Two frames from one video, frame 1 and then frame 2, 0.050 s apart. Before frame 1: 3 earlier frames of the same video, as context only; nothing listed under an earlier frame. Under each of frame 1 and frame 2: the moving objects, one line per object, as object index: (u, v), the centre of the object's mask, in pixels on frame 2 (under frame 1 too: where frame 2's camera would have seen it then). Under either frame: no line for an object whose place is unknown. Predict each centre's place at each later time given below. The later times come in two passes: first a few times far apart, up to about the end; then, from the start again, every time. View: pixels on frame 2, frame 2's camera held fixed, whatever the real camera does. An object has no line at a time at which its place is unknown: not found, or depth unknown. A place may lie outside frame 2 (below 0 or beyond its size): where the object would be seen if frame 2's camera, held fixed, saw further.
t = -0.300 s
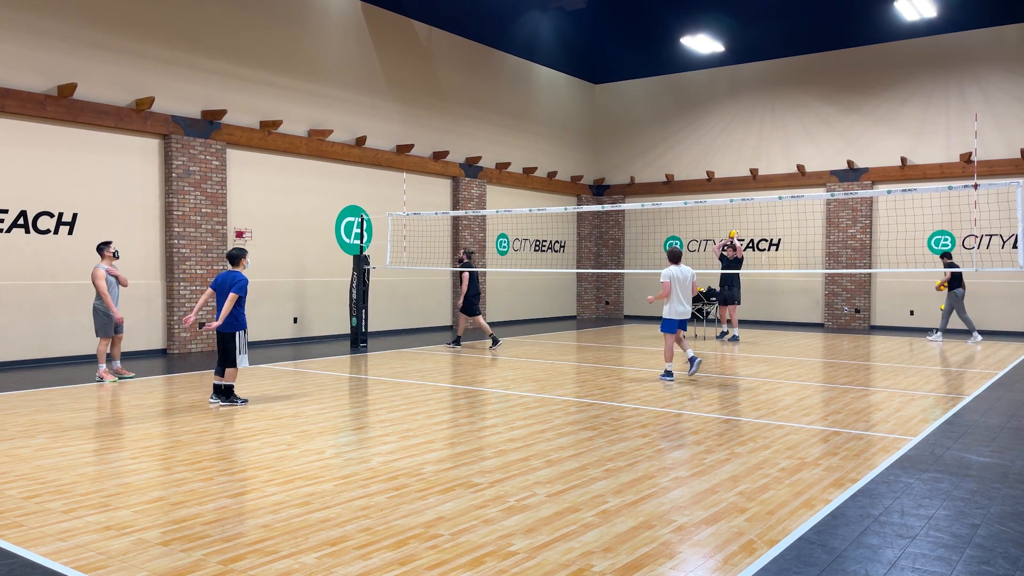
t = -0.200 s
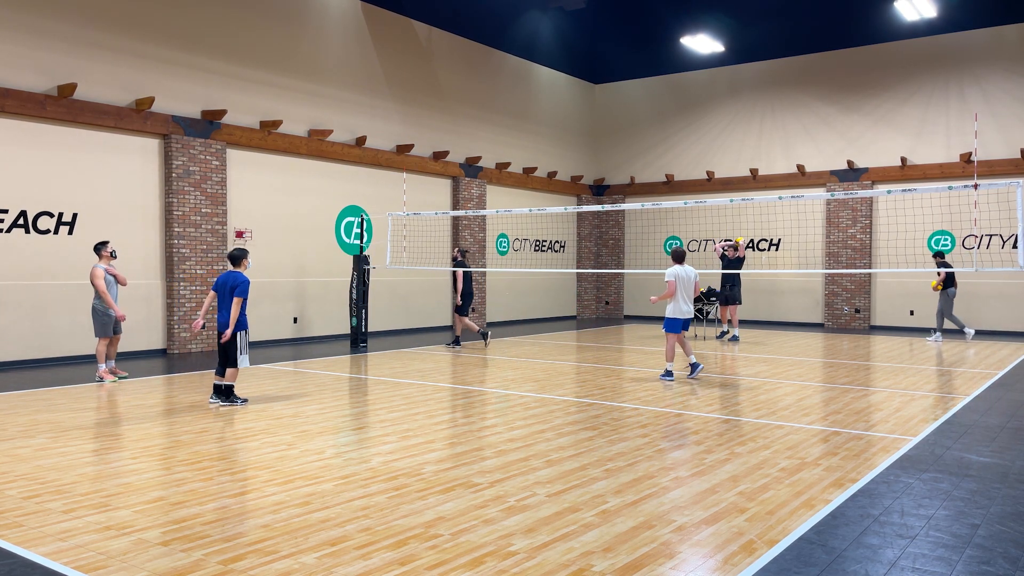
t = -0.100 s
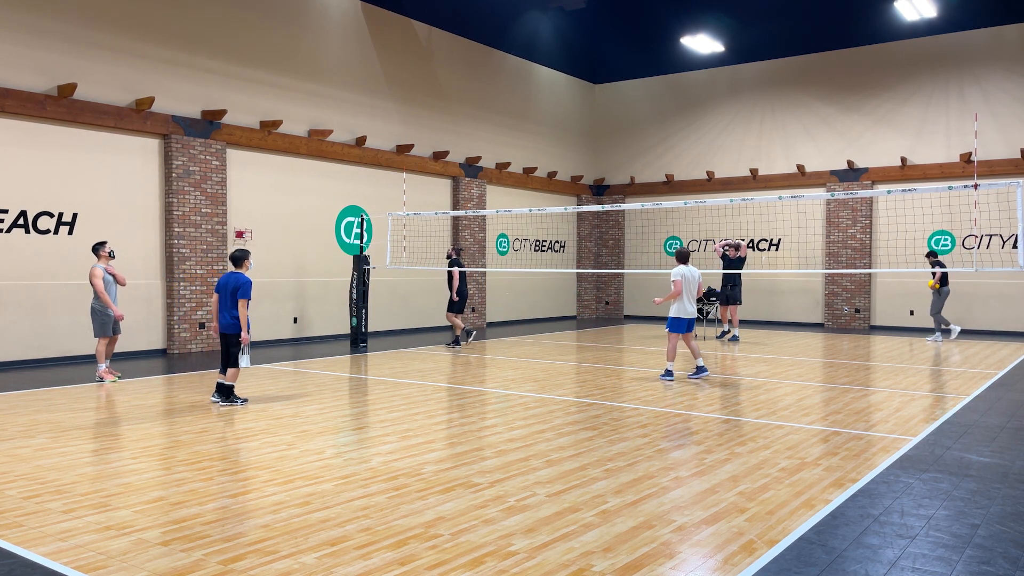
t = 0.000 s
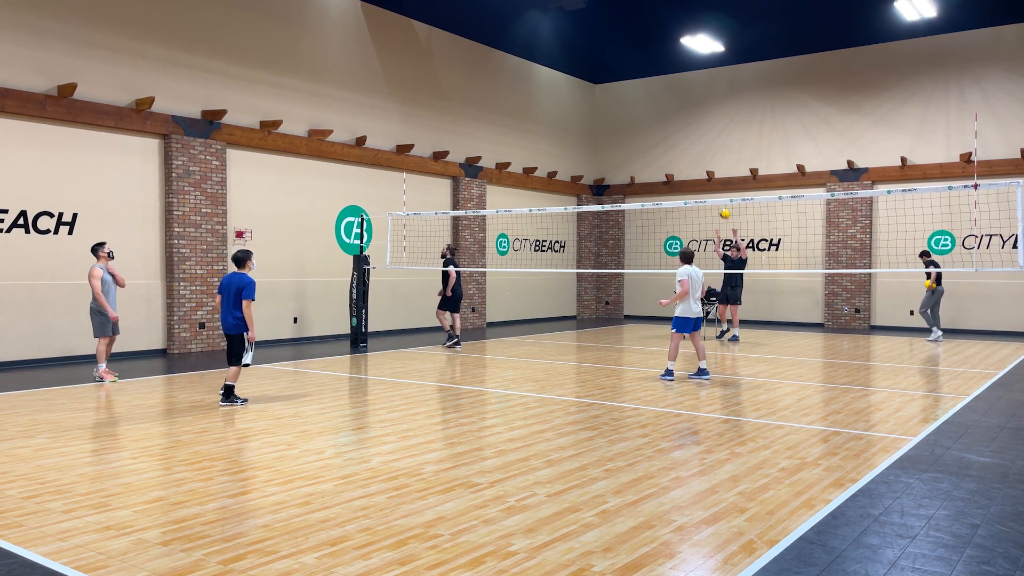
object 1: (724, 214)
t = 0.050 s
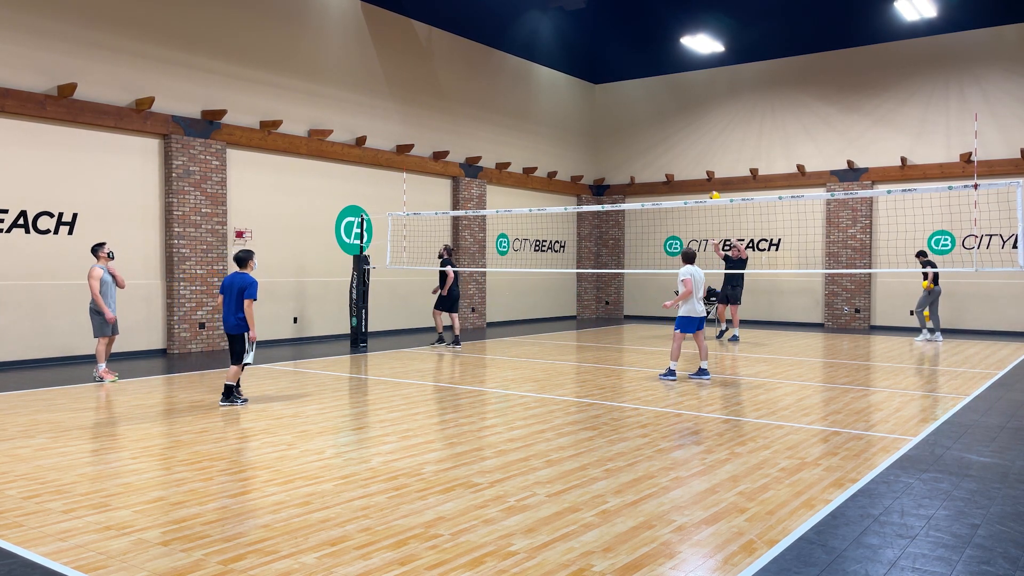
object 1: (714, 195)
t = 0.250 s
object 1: (673, 139)
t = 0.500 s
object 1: (622, 92)
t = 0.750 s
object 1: (567, 76)
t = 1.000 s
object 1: (506, 102)
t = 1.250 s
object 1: (436, 179)
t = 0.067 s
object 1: (711, 191)
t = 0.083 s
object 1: (707, 186)
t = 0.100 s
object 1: (704, 181)
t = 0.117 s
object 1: (701, 176)
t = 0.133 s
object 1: (697, 170)
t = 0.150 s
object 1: (694, 166)
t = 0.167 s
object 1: (690, 161)
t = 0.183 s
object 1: (687, 156)
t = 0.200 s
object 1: (684, 152)
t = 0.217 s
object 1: (680, 147)
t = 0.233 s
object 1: (677, 143)
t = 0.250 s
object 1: (673, 139)
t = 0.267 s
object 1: (670, 135)
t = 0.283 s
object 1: (667, 131)
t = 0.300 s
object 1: (663, 127)
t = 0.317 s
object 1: (660, 124)
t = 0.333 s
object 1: (656, 120)
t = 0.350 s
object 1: (653, 117)
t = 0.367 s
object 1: (650, 114)
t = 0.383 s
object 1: (646, 110)
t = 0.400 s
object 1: (643, 107)
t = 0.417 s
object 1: (639, 104)
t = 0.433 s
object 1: (636, 102)
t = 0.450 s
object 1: (632, 99)
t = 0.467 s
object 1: (629, 97)
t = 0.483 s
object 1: (625, 94)
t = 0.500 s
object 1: (622, 92)
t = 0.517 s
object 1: (618, 90)
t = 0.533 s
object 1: (615, 88)
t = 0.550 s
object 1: (611, 86)
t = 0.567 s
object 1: (607, 84)
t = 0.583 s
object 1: (604, 82)
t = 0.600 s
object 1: (601, 81)
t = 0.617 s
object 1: (597, 80)
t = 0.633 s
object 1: (593, 79)
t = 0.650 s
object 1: (590, 78)
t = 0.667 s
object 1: (586, 77)
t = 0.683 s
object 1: (582, 77)
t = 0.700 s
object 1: (579, 76)
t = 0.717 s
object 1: (575, 76)
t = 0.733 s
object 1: (571, 76)
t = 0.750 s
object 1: (567, 76)
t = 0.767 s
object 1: (563, 76)
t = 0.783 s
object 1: (560, 77)
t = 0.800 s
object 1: (556, 77)
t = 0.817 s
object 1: (552, 78)
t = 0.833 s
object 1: (548, 80)
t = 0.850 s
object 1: (544, 81)
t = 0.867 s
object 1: (540, 82)
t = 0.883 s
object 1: (536, 84)
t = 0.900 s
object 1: (531, 86)
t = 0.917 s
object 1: (527, 88)
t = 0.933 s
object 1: (523, 90)
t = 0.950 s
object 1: (519, 93)
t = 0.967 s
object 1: (515, 95)
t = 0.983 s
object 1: (510, 98)
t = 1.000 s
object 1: (506, 102)
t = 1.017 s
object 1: (501, 105)
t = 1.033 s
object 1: (497, 109)
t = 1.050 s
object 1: (492, 113)
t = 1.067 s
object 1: (488, 117)
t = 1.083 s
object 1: (483, 121)
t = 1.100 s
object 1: (479, 126)
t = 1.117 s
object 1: (474, 131)
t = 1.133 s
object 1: (469, 136)
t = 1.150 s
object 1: (465, 141)
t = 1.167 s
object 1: (460, 147)
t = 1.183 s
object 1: (455, 153)
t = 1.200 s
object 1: (450, 159)
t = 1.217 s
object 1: (445, 165)
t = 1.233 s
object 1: (441, 172)
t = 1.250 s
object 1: (436, 179)
